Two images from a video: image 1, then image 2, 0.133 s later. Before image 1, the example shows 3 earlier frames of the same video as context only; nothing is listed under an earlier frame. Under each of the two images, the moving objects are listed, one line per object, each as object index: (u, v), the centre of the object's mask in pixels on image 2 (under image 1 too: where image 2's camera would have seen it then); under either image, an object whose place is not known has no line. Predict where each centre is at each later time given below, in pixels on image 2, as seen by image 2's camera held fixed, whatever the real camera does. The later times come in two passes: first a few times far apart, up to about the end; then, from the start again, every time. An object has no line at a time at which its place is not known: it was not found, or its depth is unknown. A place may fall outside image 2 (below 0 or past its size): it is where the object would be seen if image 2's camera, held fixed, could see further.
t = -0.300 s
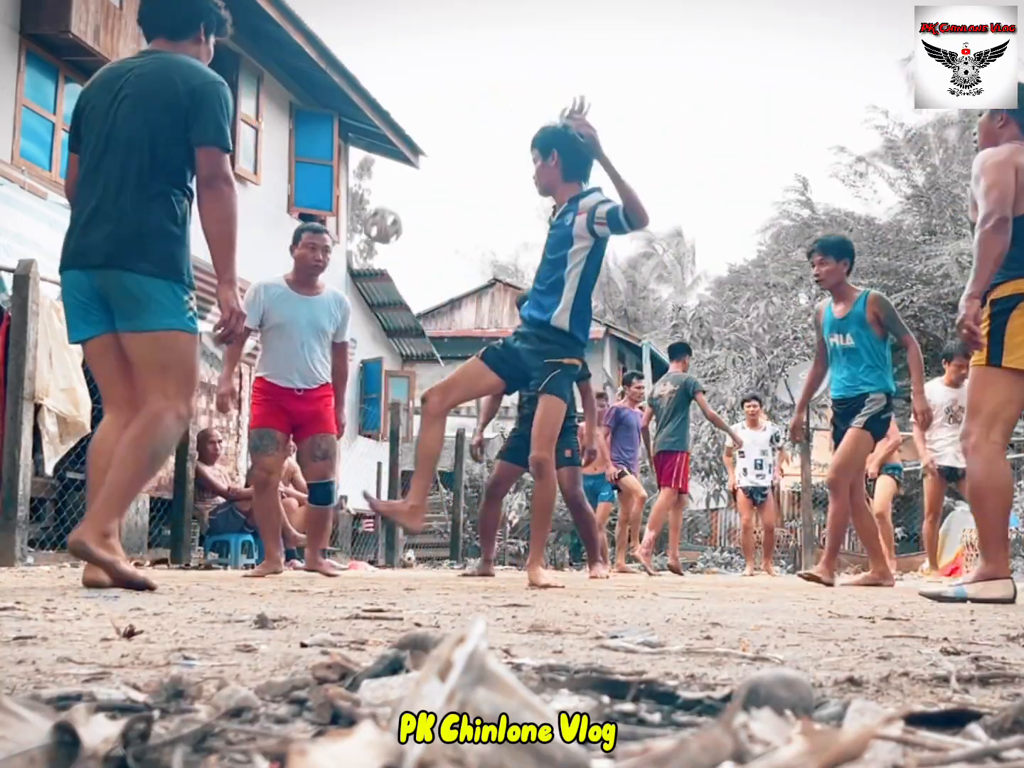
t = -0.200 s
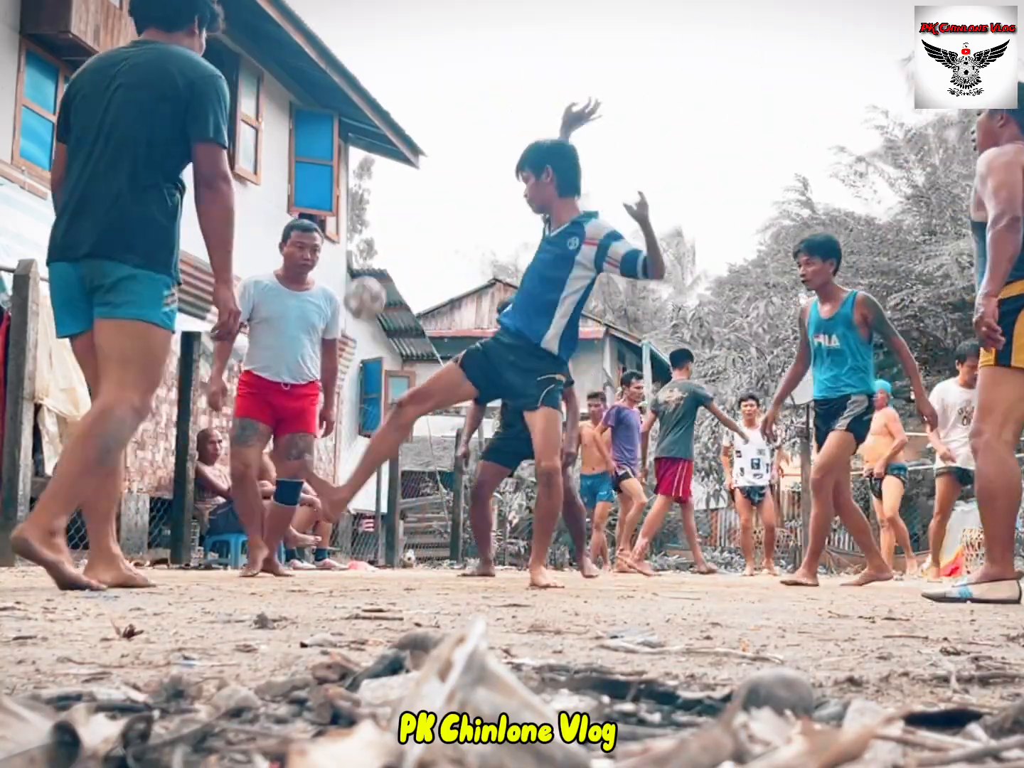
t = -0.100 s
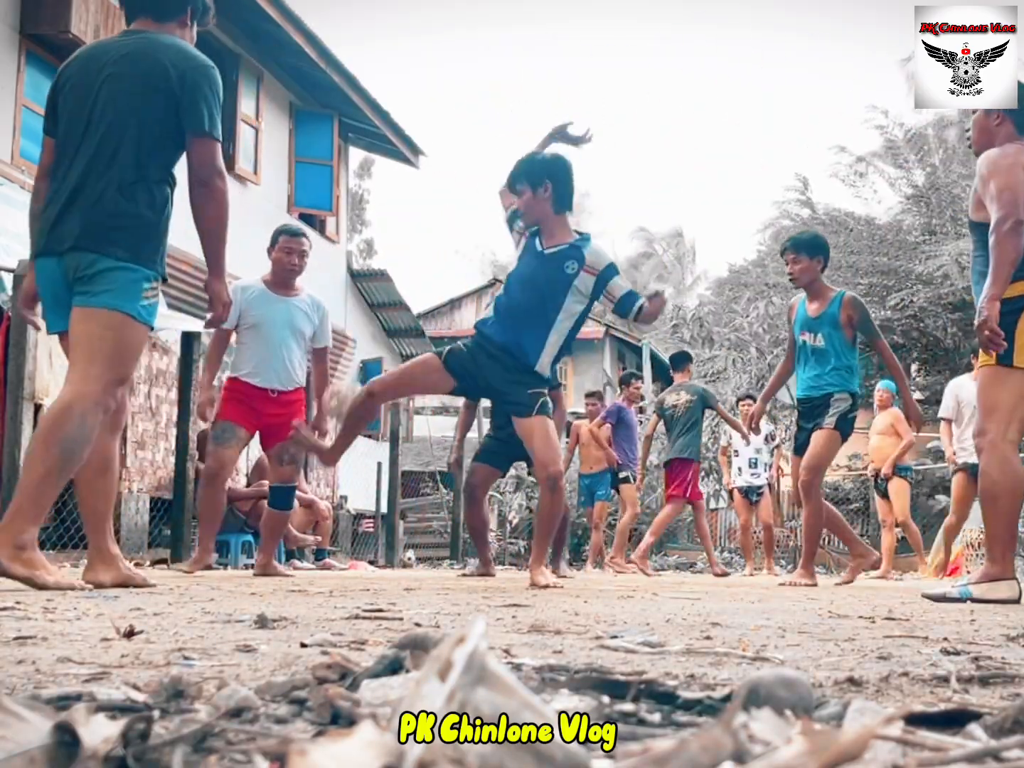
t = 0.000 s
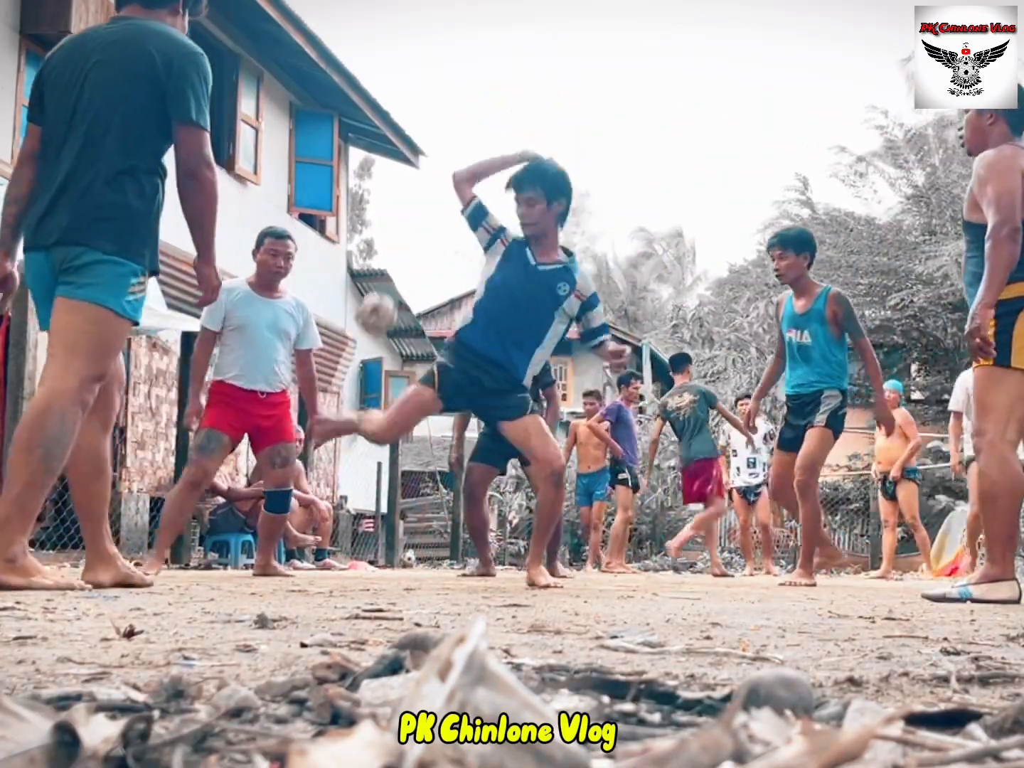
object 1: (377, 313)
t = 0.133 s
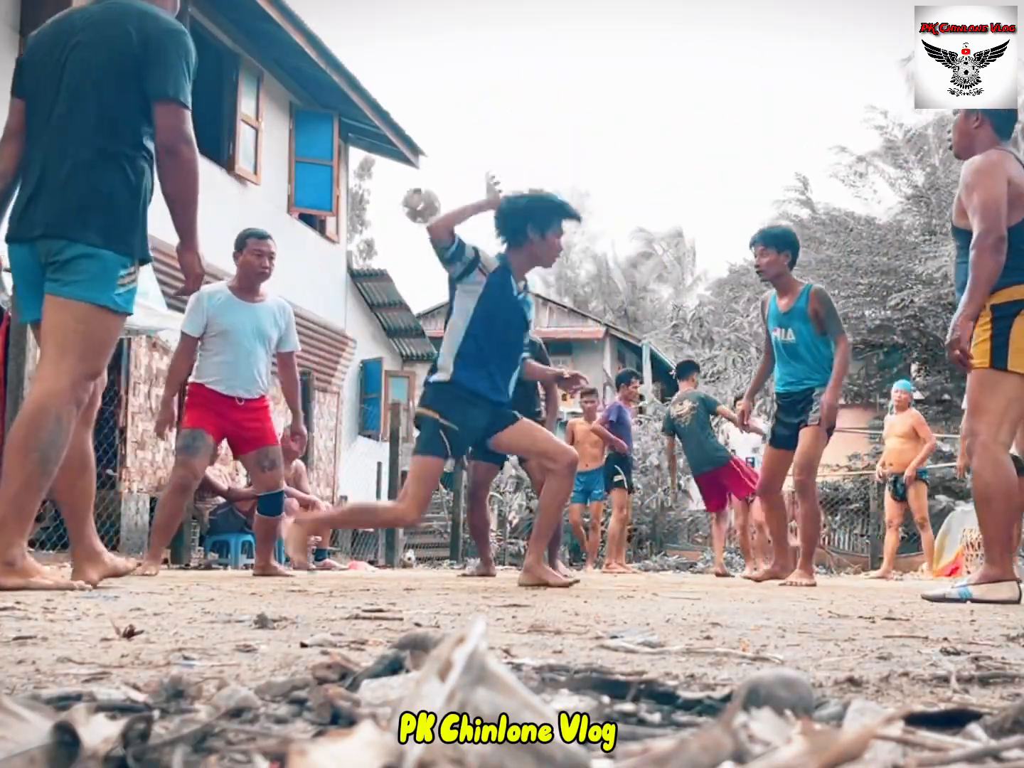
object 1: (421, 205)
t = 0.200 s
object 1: (442, 171)
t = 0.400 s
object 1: (495, 135)
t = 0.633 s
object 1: (547, 203)
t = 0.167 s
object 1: (431, 186)
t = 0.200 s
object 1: (442, 171)
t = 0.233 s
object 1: (451, 157)
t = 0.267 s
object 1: (460, 148)
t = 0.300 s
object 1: (469, 140)
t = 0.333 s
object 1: (478, 136)
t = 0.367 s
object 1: (487, 134)
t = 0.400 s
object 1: (495, 135)
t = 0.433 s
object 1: (503, 137)
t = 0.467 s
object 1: (511, 143)
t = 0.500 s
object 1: (518, 151)
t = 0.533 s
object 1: (526, 161)
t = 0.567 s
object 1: (533, 172)
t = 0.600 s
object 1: (540, 187)
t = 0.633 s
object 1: (547, 203)
